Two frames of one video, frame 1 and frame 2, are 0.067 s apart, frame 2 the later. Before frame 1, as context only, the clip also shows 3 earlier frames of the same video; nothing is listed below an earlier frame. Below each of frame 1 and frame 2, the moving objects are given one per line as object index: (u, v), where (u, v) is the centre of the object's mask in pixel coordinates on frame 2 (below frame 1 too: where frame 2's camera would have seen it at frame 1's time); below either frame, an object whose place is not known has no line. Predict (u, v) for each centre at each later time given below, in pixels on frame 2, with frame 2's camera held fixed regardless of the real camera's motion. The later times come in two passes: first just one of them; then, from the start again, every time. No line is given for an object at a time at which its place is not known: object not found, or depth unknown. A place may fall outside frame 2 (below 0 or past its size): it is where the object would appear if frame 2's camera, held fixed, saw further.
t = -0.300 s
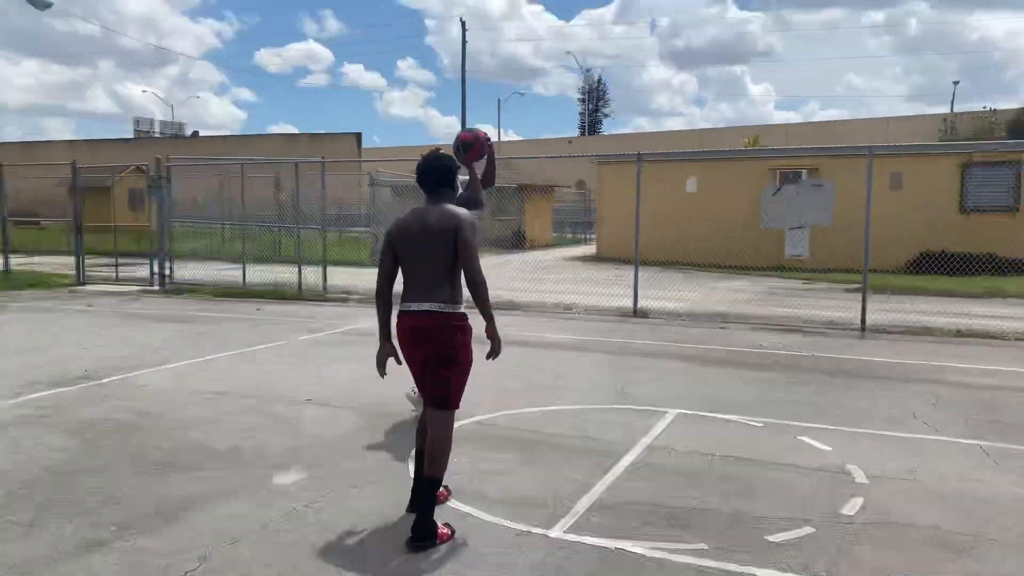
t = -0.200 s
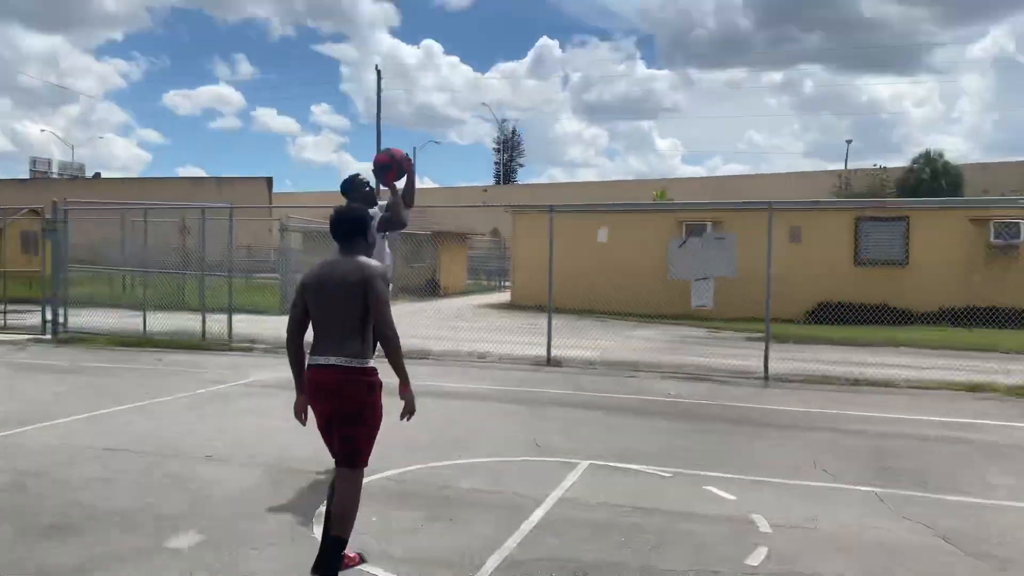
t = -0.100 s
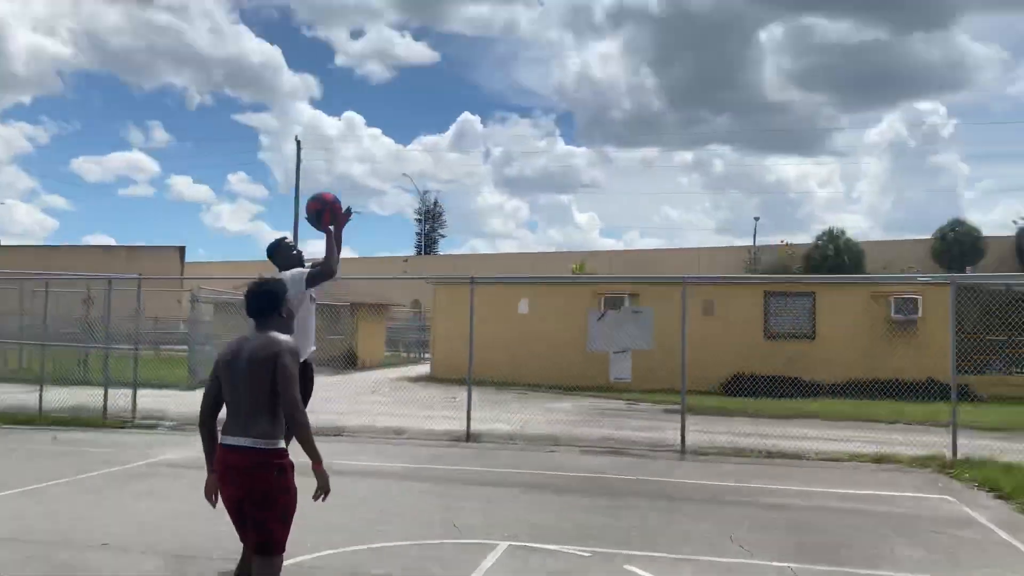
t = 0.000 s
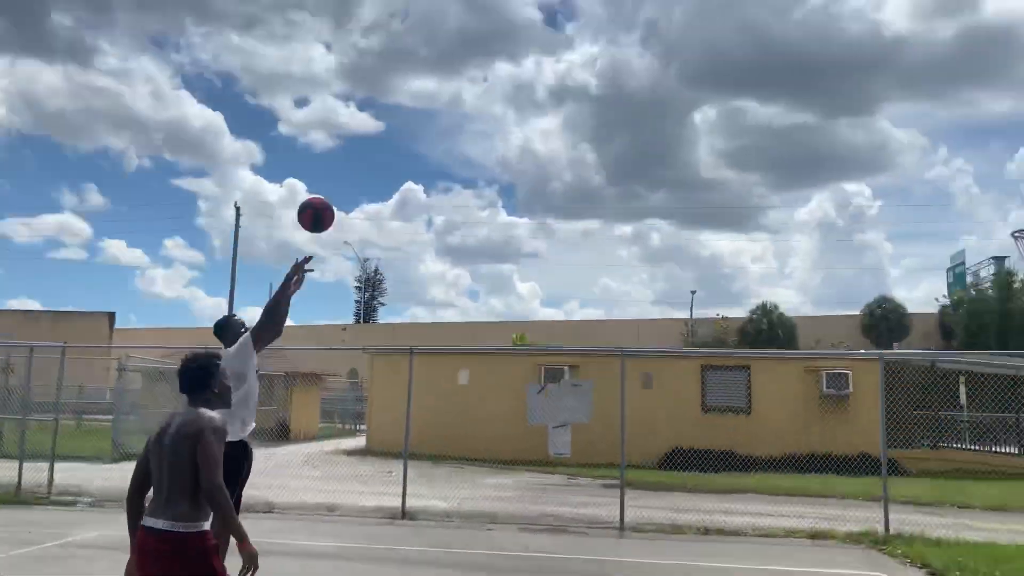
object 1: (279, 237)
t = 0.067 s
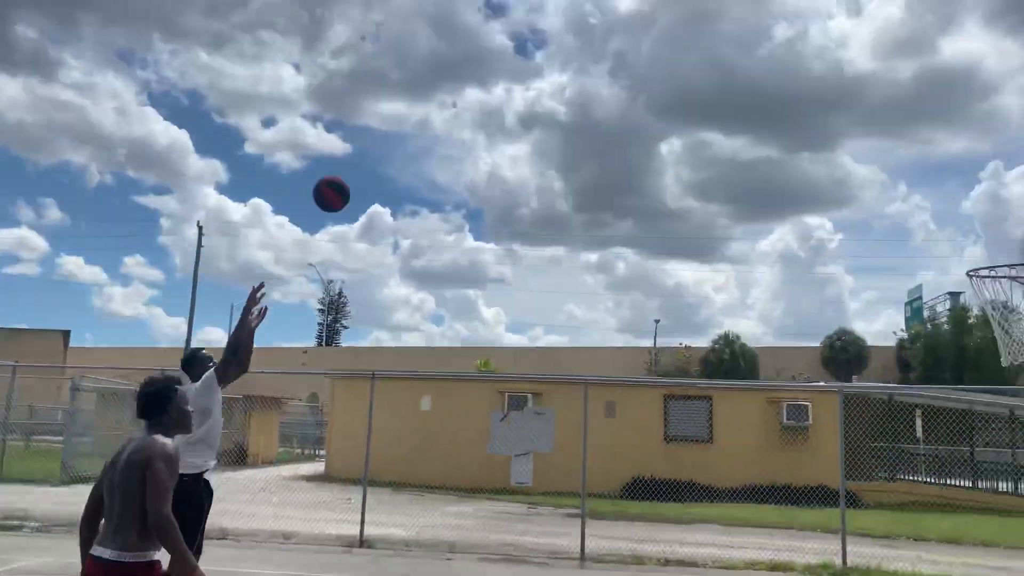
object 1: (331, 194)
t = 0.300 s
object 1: (507, 91)
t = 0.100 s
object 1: (357, 175)
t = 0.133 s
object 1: (382, 157)
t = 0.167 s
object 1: (408, 141)
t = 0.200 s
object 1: (432, 127)
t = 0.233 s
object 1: (457, 113)
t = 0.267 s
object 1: (482, 102)
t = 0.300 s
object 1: (507, 91)
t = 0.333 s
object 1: (532, 83)
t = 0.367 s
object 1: (558, 75)
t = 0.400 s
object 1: (583, 70)
